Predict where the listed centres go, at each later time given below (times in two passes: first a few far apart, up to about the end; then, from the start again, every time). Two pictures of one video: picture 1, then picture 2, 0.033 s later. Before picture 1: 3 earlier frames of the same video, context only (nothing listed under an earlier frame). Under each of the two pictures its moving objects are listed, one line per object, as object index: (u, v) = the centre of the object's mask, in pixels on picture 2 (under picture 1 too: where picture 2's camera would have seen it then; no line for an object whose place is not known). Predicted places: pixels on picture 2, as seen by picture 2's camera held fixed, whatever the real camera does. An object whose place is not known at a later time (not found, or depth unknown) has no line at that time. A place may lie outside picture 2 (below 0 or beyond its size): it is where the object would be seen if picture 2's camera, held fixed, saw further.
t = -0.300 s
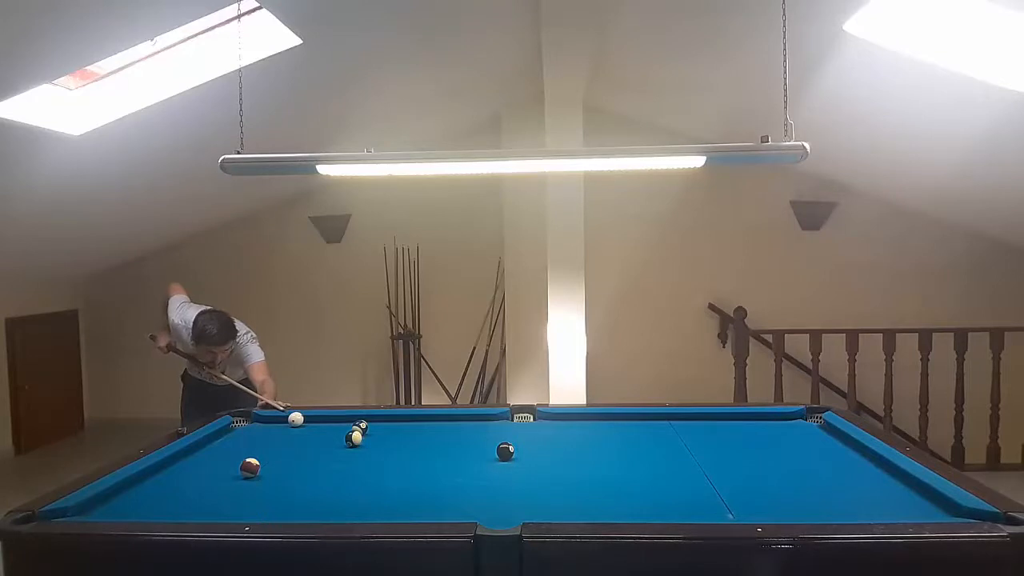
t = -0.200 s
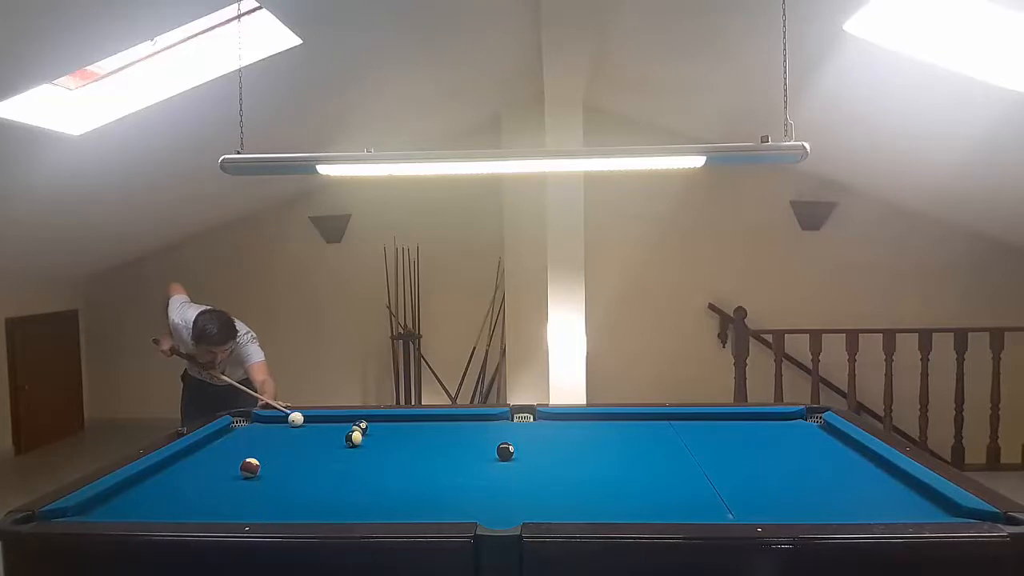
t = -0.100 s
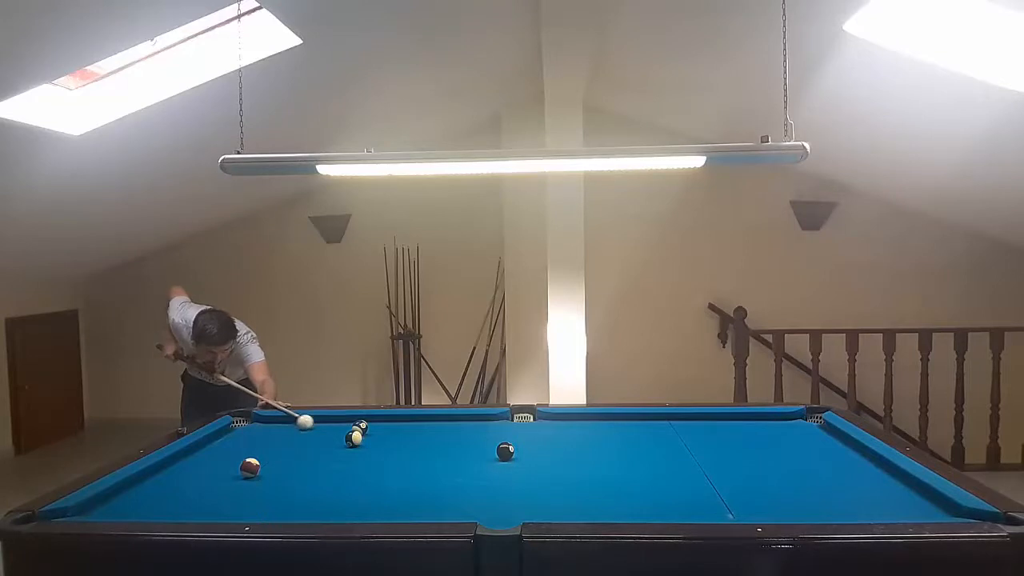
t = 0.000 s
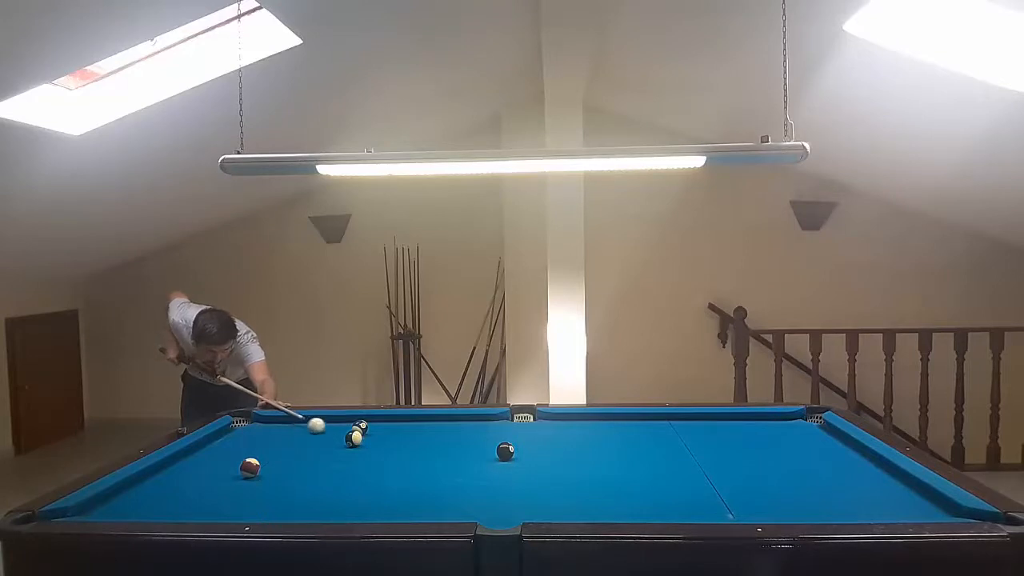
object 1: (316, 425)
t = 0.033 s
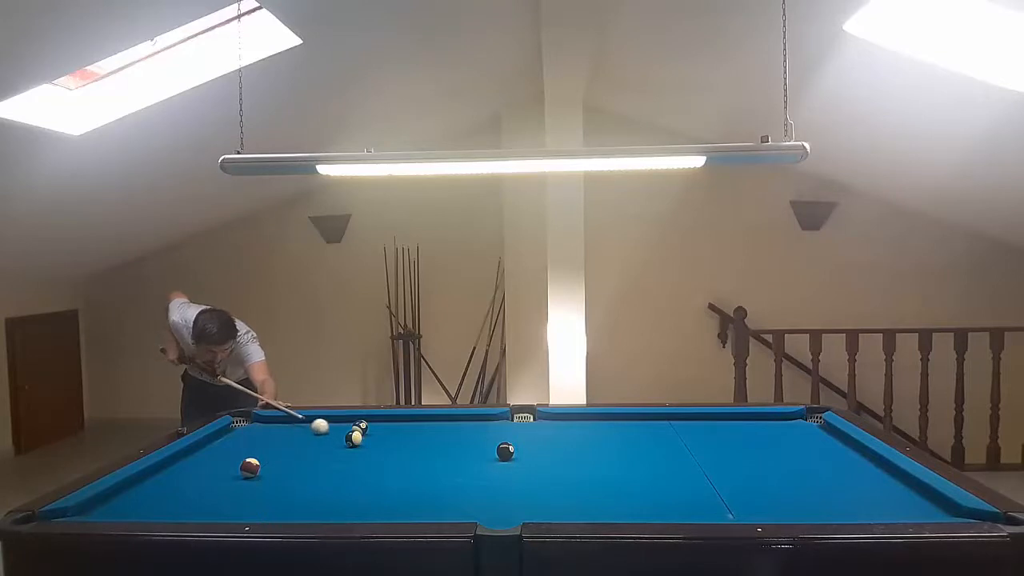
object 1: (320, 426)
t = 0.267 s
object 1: (344, 433)
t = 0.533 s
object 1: (363, 434)
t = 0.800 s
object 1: (378, 436)
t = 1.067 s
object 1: (392, 437)
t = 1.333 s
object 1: (403, 438)
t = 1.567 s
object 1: (412, 438)
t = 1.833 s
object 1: (420, 438)
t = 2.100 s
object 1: (426, 439)
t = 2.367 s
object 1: (430, 439)
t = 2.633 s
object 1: (433, 439)
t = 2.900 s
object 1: (433, 439)
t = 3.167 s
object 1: (433, 439)
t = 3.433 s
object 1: (433, 439)
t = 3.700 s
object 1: (433, 439)
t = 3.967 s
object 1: (433, 439)
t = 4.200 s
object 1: (433, 439)
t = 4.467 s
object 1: (433, 439)
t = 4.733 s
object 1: (433, 439)
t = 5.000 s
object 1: (433, 439)
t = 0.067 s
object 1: (323, 427)
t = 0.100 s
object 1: (327, 429)
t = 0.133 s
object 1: (331, 430)
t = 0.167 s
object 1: (335, 431)
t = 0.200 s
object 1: (338, 432)
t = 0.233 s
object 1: (341, 433)
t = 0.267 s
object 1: (344, 433)
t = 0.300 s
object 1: (346, 433)
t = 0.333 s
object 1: (349, 433)
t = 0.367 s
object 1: (352, 433)
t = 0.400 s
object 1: (354, 433)
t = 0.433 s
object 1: (356, 433)
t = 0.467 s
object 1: (358, 434)
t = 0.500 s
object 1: (361, 434)
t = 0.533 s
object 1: (363, 434)
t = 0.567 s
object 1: (365, 435)
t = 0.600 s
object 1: (367, 435)
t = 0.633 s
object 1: (369, 435)
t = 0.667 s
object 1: (371, 435)
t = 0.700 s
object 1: (373, 436)
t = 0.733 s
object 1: (375, 436)
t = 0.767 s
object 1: (377, 436)
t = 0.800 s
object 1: (378, 436)
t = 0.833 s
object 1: (380, 436)
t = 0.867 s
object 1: (382, 437)
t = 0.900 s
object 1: (383, 437)
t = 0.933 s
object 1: (385, 437)
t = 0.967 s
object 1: (387, 437)
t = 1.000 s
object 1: (389, 437)
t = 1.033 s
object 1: (390, 437)
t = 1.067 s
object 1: (392, 437)
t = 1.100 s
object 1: (393, 437)
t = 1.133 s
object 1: (395, 437)
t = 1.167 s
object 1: (396, 437)
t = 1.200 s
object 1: (398, 437)
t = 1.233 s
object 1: (399, 437)
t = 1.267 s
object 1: (401, 437)
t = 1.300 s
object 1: (402, 438)
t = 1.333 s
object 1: (403, 438)
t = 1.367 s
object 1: (405, 438)
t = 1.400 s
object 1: (406, 438)
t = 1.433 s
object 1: (407, 438)
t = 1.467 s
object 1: (408, 438)
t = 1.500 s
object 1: (410, 438)
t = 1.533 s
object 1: (411, 438)
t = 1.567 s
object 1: (412, 438)
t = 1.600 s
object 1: (413, 438)
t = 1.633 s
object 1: (414, 438)
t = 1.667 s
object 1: (415, 438)
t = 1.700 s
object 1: (416, 438)
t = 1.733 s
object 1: (417, 438)
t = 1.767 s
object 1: (418, 438)
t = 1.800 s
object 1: (419, 438)
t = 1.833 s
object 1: (420, 438)
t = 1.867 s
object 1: (421, 438)
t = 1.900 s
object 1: (421, 438)
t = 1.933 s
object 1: (423, 438)
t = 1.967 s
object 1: (423, 438)
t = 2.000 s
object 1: (424, 439)
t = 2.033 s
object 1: (425, 438)
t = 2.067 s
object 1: (426, 439)
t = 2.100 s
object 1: (426, 439)
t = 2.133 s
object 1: (427, 439)
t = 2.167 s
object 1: (427, 439)
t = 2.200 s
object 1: (428, 439)
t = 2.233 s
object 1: (429, 439)
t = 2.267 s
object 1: (429, 439)
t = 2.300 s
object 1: (430, 439)
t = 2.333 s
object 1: (430, 439)
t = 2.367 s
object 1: (430, 439)
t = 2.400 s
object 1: (431, 439)
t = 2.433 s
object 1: (431, 439)
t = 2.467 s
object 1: (431, 439)
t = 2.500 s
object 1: (432, 439)
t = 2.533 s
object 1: (432, 439)
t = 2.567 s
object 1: (432, 439)
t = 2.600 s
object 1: (432, 439)
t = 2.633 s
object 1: (433, 439)
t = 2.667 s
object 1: (433, 439)
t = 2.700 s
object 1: (433, 439)
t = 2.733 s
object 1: (433, 439)
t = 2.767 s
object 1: (433, 439)
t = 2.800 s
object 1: (433, 439)
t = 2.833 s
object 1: (433, 439)
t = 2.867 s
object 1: (433, 439)
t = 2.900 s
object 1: (433, 439)
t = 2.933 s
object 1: (433, 439)
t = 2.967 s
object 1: (433, 439)
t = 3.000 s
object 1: (433, 439)
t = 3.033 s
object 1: (433, 439)
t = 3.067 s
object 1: (433, 439)
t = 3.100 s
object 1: (433, 439)
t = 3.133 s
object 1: (433, 439)
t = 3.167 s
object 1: (433, 439)
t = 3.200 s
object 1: (433, 439)
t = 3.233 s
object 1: (433, 439)
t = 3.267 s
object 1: (433, 439)
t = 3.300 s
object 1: (433, 439)
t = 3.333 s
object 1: (433, 439)
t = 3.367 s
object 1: (433, 439)
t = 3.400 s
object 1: (433, 439)
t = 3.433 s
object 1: (433, 439)
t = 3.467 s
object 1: (433, 439)
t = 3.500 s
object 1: (433, 439)
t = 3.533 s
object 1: (433, 439)
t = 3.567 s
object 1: (433, 439)
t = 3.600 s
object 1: (433, 439)
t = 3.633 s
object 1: (433, 439)
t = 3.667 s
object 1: (433, 439)
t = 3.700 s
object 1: (433, 439)
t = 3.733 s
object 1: (433, 439)
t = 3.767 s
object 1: (433, 439)
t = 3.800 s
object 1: (433, 439)
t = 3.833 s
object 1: (433, 439)
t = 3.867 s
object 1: (433, 439)
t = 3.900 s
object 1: (433, 439)
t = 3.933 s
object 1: (433, 439)
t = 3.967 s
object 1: (433, 439)
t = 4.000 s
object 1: (433, 439)
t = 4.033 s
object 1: (433, 439)
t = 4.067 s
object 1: (433, 439)
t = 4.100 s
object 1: (433, 439)
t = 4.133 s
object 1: (433, 439)
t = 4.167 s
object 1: (433, 439)
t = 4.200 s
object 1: (433, 439)
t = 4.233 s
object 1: (433, 439)
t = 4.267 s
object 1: (433, 439)
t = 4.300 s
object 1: (433, 439)
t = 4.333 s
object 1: (433, 439)
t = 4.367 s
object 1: (433, 439)
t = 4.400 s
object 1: (433, 439)
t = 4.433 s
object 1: (433, 439)
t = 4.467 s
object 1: (433, 439)
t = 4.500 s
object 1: (433, 439)
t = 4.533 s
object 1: (433, 439)
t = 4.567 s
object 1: (433, 439)
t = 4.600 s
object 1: (433, 439)
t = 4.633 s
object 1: (433, 439)
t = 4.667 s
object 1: (433, 439)
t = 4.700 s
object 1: (433, 439)
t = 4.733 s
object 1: (433, 439)
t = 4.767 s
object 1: (433, 439)
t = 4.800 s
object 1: (433, 439)
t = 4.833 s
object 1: (433, 439)
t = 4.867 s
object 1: (433, 439)
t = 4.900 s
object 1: (433, 439)
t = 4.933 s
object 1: (433, 439)
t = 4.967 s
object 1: (433, 439)
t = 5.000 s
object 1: (433, 439)
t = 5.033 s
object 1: (433, 439)
